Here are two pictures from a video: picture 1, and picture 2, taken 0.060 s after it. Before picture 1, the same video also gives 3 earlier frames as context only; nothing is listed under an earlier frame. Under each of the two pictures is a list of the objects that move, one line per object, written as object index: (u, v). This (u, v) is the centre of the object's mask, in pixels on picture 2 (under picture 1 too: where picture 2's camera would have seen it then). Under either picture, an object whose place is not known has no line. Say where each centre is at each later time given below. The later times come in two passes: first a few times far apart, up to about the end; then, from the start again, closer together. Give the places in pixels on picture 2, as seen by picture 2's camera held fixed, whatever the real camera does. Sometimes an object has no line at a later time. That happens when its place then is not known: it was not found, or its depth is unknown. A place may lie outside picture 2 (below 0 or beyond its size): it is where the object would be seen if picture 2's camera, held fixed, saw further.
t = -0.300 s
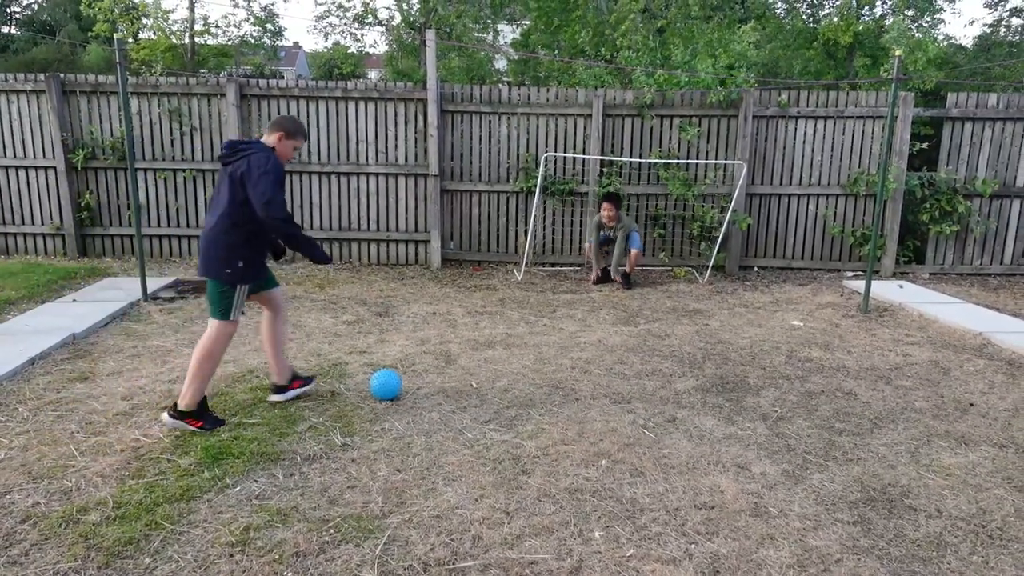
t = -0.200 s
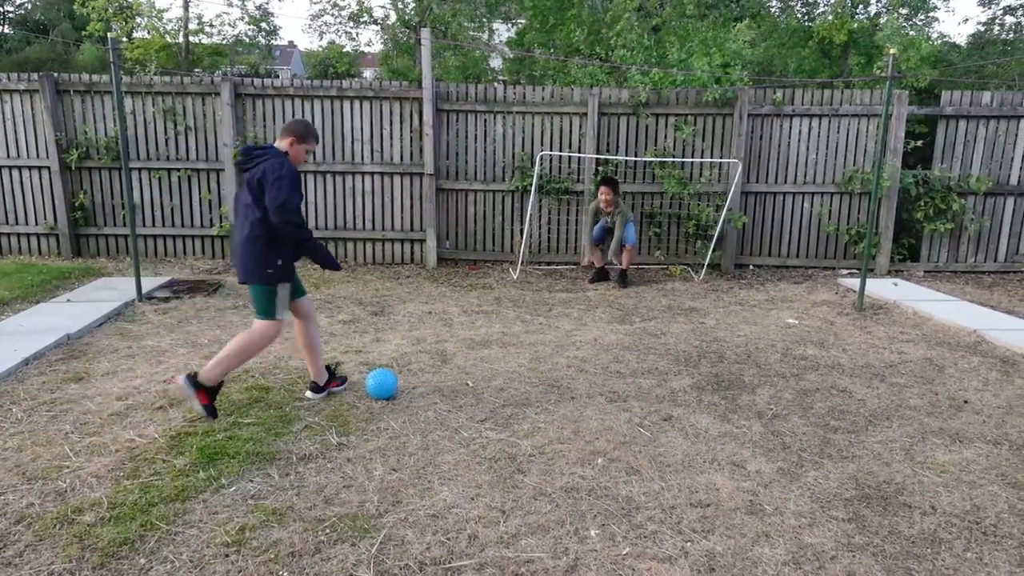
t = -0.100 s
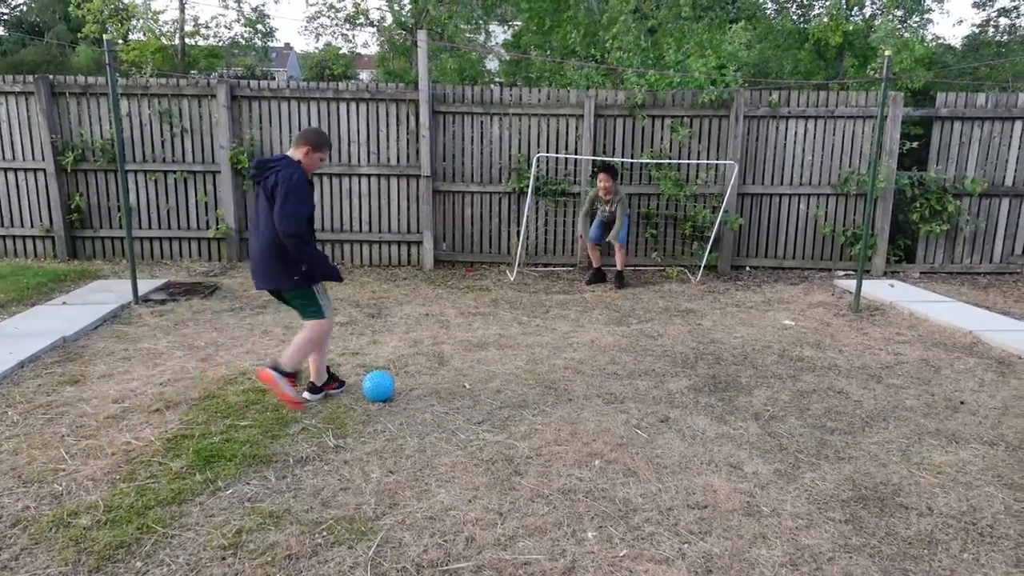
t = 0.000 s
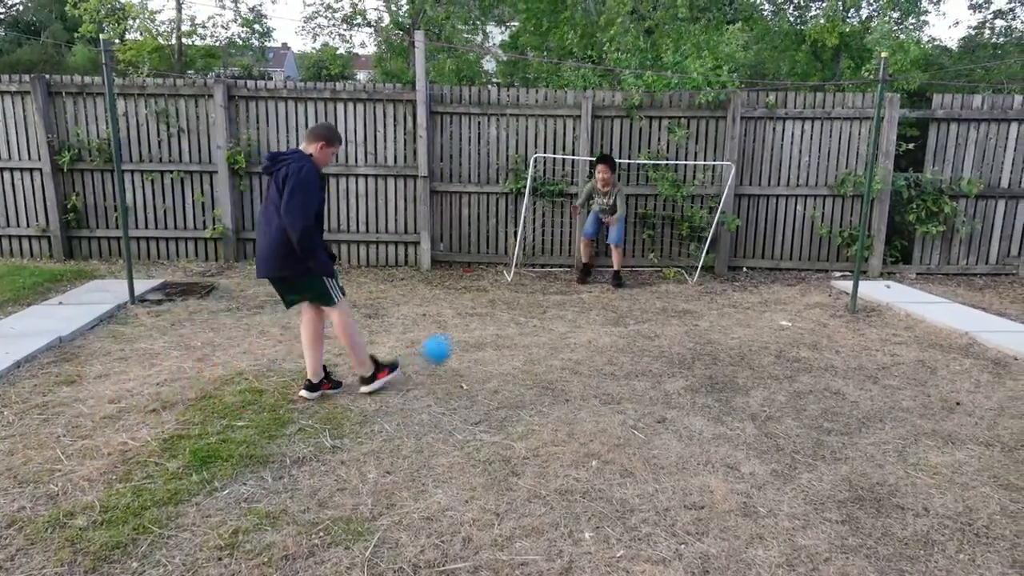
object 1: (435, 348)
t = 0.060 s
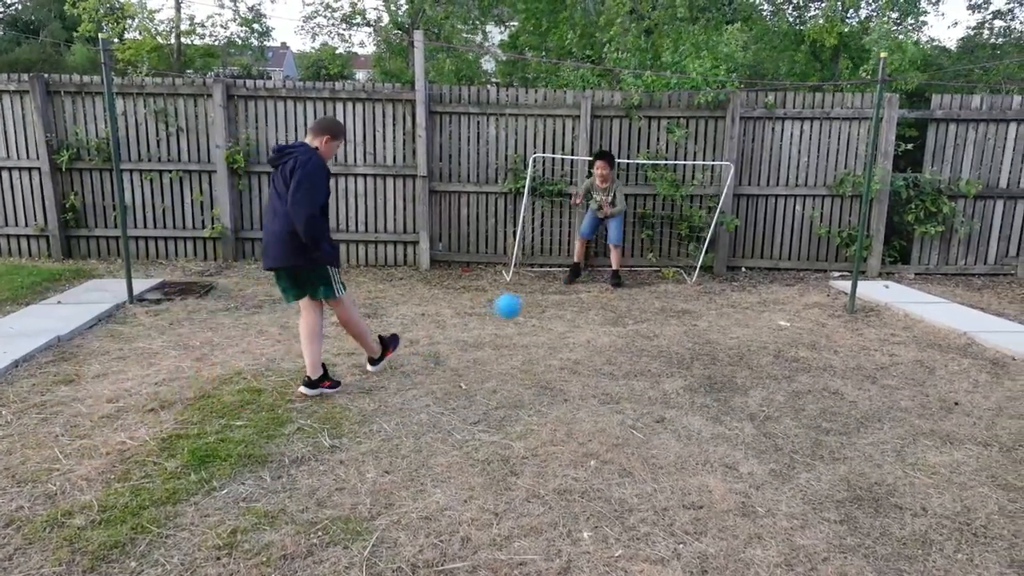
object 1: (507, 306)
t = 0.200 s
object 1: (629, 246)
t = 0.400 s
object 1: (738, 225)
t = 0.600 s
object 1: (811, 245)
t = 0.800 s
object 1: (859, 247)
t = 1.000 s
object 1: (881, 206)
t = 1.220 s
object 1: (900, 210)
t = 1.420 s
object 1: (911, 258)
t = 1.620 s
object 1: (936, 258)
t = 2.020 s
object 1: (993, 286)
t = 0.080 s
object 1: (529, 294)
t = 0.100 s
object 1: (549, 283)
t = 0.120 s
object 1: (566, 274)
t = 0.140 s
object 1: (584, 265)
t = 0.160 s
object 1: (598, 259)
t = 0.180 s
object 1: (615, 252)
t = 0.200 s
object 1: (629, 246)
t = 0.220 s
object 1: (643, 242)
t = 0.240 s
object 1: (655, 238)
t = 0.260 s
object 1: (667, 235)
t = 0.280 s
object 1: (679, 232)
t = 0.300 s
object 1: (689, 230)
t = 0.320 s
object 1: (700, 227)
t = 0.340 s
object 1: (710, 227)
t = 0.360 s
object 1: (720, 226)
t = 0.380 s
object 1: (729, 225)
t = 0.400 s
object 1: (738, 225)
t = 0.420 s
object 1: (746, 225)
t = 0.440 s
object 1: (755, 226)
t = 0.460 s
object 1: (763, 227)
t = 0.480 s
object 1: (771, 228)
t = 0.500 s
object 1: (777, 229)
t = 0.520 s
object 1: (785, 232)
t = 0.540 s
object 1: (791, 234)
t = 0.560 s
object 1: (798, 237)
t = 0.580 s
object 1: (803, 240)
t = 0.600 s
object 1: (811, 245)
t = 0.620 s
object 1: (818, 250)
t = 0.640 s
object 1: (825, 255)
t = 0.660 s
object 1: (832, 261)
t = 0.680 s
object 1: (839, 267)
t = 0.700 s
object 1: (844, 273)
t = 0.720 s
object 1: (846, 272)
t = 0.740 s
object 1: (849, 265)
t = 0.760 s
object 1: (852, 258)
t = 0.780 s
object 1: (856, 253)
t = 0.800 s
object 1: (859, 247)
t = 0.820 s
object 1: (861, 241)
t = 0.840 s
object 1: (864, 236)
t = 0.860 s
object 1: (869, 230)
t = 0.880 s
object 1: (870, 225)
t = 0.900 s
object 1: (872, 221)
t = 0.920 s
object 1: (874, 218)
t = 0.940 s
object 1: (875, 214)
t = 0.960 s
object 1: (877, 211)
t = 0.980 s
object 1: (879, 207)
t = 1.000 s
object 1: (881, 206)
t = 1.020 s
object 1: (883, 204)
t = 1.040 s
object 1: (885, 202)
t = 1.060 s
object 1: (886, 202)
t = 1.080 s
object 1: (888, 201)
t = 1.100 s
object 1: (890, 201)
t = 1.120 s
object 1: (892, 202)
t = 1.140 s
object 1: (893, 203)
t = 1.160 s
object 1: (895, 204)
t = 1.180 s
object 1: (897, 205)
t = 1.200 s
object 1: (898, 207)
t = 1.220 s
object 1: (900, 210)
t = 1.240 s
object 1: (901, 213)
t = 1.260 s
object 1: (903, 216)
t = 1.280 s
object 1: (904, 220)
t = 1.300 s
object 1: (905, 224)
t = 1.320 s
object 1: (907, 229)
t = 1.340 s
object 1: (908, 234)
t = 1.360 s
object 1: (908, 239)
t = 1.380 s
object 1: (909, 246)
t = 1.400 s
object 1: (909, 252)
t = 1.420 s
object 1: (911, 258)
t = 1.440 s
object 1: (911, 265)
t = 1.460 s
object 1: (912, 273)
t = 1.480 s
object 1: (913, 280)
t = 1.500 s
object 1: (914, 283)
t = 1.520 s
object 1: (919, 278)
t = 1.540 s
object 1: (922, 273)
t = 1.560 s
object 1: (926, 269)
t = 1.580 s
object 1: (929, 265)
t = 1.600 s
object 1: (933, 261)
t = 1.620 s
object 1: (936, 258)
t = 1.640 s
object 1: (940, 256)
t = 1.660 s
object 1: (943, 254)
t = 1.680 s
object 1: (945, 252)
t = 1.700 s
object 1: (949, 251)
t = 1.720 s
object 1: (952, 250)
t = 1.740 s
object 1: (955, 249)
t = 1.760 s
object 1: (959, 248)
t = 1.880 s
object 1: (975, 256)
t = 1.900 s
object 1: (978, 258)
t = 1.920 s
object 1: (980, 261)
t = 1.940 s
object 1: (982, 266)
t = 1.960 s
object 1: (985, 270)
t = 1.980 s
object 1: (988, 275)
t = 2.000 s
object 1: (991, 280)
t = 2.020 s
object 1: (993, 286)
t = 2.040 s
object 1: (996, 292)
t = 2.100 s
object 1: (1004, 302)
